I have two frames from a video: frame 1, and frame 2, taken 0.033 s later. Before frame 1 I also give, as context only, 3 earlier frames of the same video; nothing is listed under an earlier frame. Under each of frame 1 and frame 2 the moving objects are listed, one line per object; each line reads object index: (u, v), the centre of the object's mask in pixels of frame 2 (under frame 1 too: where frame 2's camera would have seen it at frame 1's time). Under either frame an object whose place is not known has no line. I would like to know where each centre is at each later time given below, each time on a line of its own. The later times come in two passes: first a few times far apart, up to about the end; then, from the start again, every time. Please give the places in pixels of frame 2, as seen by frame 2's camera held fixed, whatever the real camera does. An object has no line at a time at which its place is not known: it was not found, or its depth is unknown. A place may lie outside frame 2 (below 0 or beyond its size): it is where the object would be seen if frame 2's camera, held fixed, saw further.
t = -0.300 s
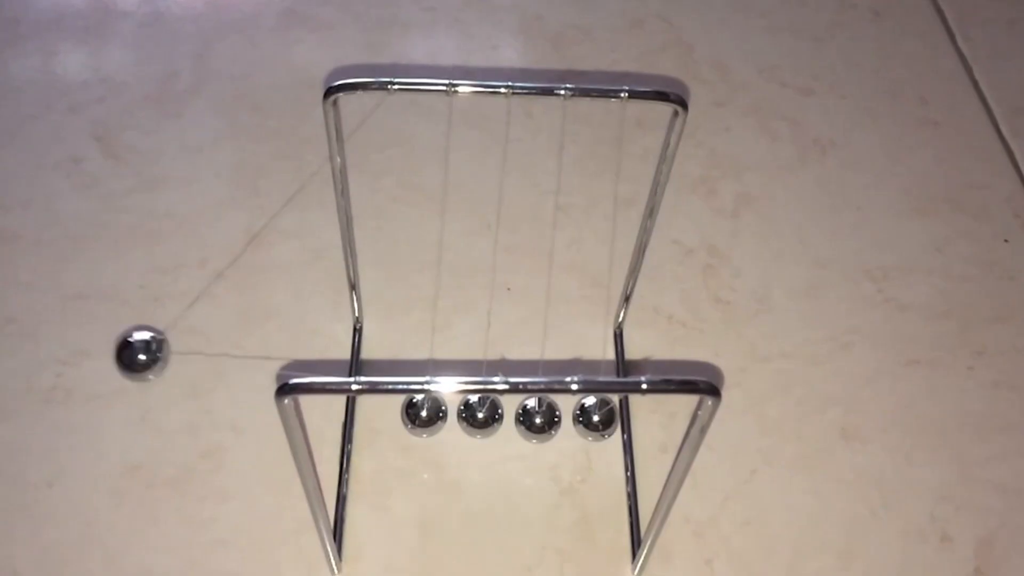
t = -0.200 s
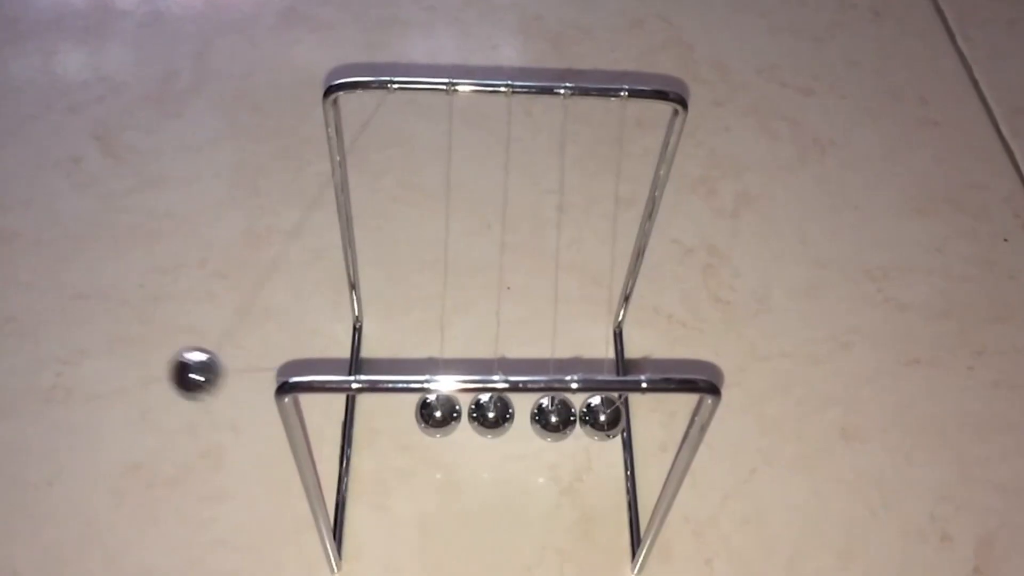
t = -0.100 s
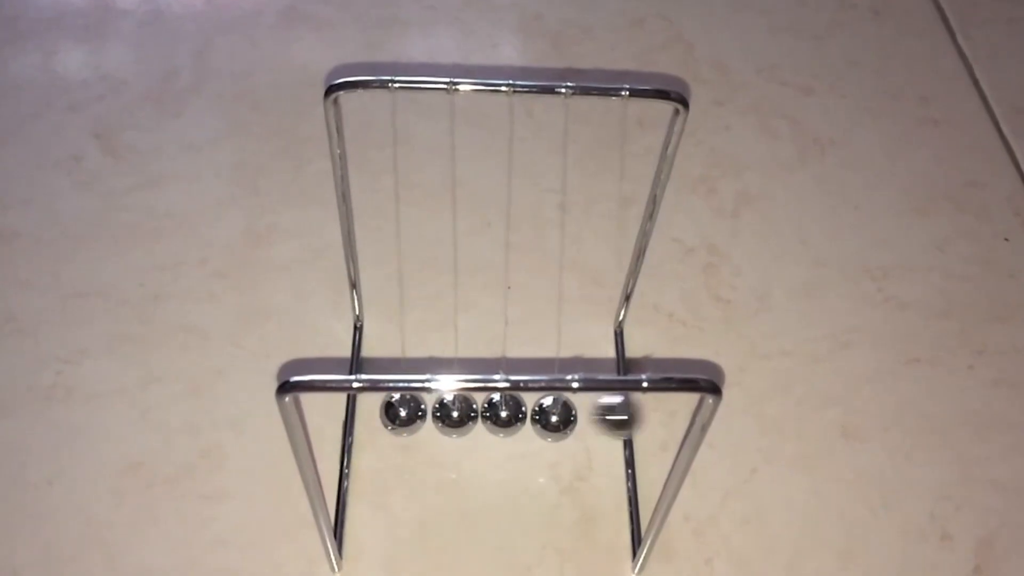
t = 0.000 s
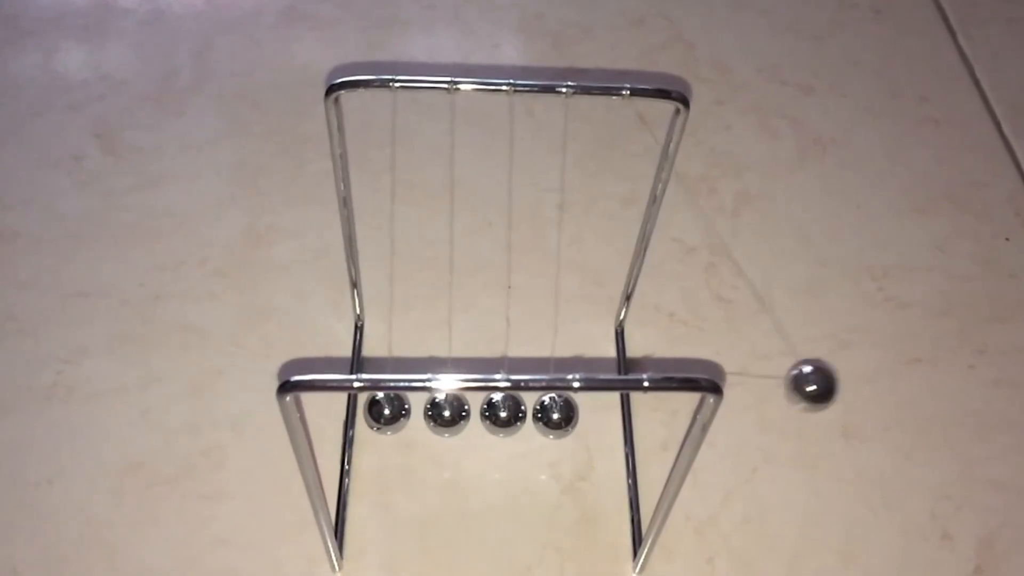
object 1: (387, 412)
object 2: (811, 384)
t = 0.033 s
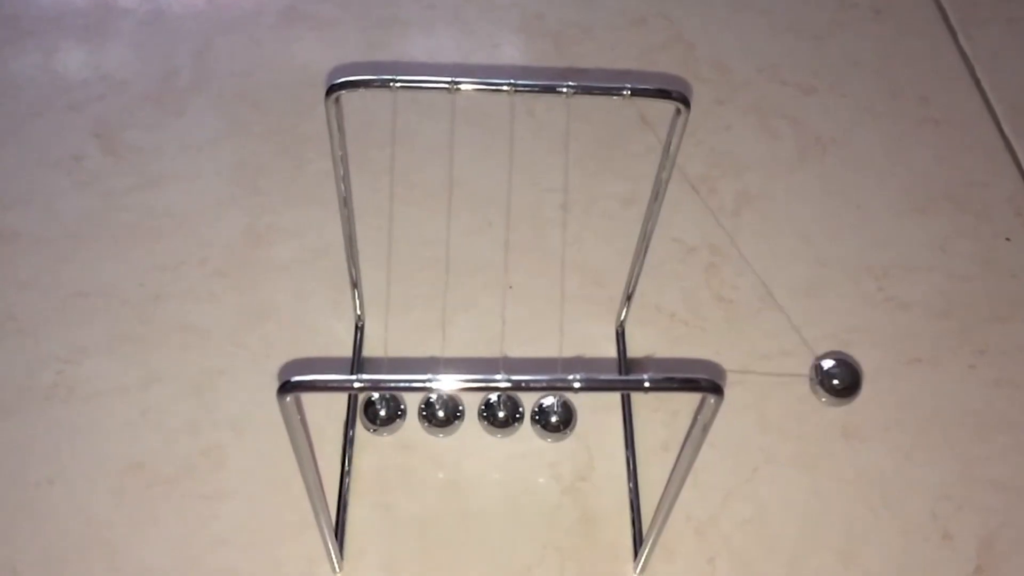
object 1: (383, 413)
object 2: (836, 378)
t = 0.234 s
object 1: (335, 411)
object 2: (580, 414)
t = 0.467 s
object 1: (254, 389)
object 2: (603, 417)
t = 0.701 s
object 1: (382, 413)
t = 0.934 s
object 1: (220, 380)
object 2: (589, 415)
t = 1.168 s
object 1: (397, 411)
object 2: (600, 416)
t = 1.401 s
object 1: (382, 413)
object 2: (752, 400)
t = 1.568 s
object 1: (307, 404)
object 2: (585, 416)
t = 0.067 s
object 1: (380, 412)
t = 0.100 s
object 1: (378, 413)
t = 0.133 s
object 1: (379, 413)
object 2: (755, 400)
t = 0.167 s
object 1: (378, 413)
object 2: (682, 411)
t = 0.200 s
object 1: (379, 413)
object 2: (603, 414)
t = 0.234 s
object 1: (335, 411)
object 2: (580, 414)
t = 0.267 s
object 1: (257, 390)
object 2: (585, 416)
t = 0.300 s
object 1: (201, 374)
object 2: (589, 416)
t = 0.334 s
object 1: (165, 360)
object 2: (594, 416)
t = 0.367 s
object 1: (152, 355)
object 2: (598, 416)
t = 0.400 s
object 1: (163, 359)
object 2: (600, 416)
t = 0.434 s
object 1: (198, 372)
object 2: (601, 416)
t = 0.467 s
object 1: (254, 389)
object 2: (603, 417)
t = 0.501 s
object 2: (602, 416)
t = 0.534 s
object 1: (404, 413)
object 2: (600, 416)
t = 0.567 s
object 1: (399, 413)
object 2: (673, 414)
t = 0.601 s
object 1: (394, 413)
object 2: (744, 404)
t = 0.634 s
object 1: (389, 412)
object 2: (790, 391)
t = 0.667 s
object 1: (385, 413)
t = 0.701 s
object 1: (382, 413)
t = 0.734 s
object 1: (381, 412)
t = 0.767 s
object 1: (380, 412)
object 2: (757, 399)
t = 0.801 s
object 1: (379, 412)
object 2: (686, 410)
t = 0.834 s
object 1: (381, 412)
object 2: (618, 414)
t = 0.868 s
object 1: (352, 411)
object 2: (580, 415)
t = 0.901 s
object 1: (269, 394)
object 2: (585, 416)
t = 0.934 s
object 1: (220, 380)
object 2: (589, 415)
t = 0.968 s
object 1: (182, 368)
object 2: (594, 416)
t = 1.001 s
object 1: (165, 361)
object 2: (597, 416)
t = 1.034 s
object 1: (171, 364)
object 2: (599, 416)
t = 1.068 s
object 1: (200, 374)
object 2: (599, 416)
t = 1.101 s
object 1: (252, 388)
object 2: (600, 416)
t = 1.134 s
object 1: (320, 409)
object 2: (599, 415)
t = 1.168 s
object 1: (397, 411)
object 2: (600, 416)
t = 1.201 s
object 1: (399, 413)
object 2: (660, 415)
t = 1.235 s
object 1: (394, 413)
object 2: (733, 408)
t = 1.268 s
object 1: (390, 413)
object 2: (774, 396)
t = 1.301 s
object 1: (386, 413)
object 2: (803, 388)
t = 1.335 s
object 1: (384, 413)
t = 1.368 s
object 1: (383, 412)
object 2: (792, 391)
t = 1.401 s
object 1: (382, 413)
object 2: (752, 400)
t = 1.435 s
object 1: (381, 412)
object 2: (687, 409)
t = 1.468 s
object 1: (382, 412)
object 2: (625, 415)
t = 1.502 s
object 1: (380, 412)
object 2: (580, 415)
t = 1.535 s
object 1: (326, 411)
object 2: (583, 416)
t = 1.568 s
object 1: (307, 404)
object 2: (585, 416)
